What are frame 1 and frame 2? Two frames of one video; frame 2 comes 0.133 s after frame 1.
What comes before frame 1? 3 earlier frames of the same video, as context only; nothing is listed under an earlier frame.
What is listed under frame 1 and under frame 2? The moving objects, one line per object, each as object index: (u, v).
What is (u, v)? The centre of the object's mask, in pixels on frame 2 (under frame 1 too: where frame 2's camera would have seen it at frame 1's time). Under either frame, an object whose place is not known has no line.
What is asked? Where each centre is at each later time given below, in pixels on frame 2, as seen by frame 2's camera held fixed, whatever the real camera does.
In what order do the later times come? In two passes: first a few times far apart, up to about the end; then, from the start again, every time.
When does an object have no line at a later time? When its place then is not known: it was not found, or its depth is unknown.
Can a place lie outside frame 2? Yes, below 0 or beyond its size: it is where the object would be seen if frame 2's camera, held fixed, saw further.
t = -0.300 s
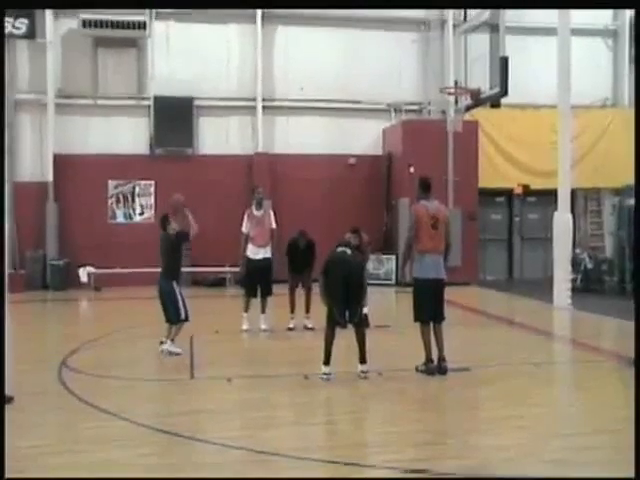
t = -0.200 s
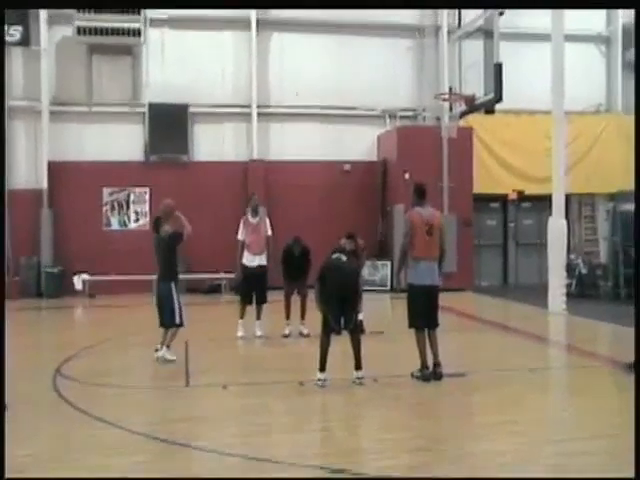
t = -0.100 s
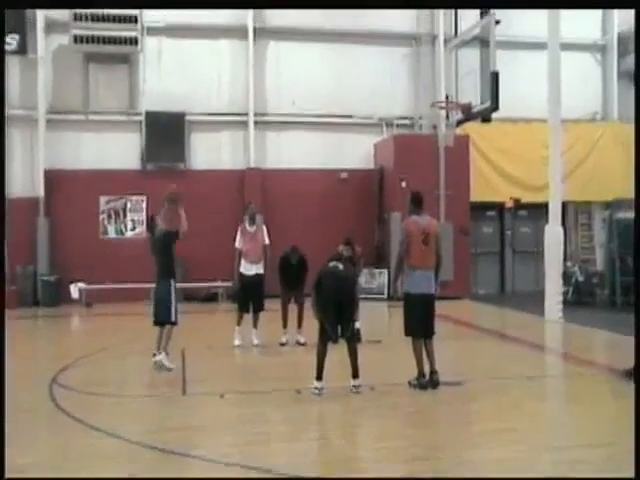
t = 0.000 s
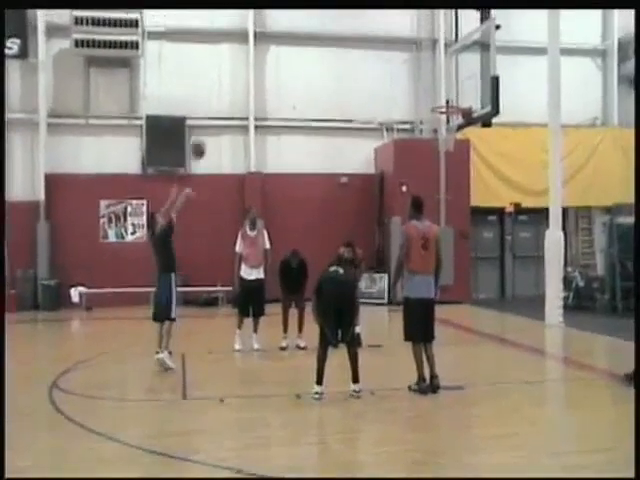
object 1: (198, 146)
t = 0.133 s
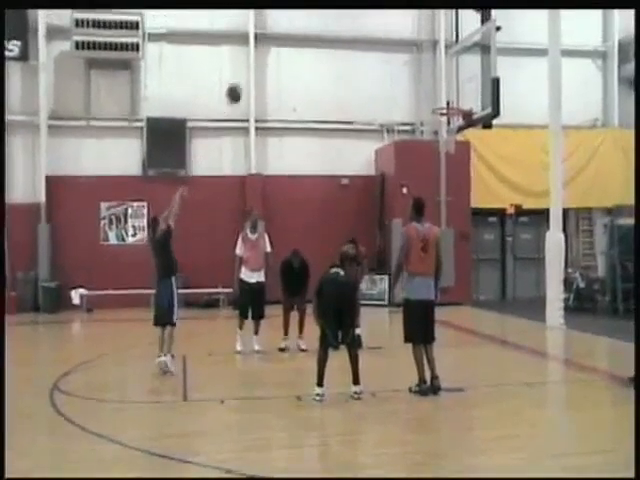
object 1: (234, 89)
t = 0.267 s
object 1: (268, 50)
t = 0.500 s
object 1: (328, 12)
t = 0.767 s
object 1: (394, 29)
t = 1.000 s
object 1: (449, 89)
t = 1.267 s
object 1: (407, 66)
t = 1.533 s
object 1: (352, 76)
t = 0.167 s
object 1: (242, 78)
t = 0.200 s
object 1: (250, 67)
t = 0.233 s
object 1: (259, 57)
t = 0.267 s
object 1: (268, 50)
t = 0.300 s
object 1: (278, 41)
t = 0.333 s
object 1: (285, 33)
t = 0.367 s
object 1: (293, 25)
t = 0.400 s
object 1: (302, 21)
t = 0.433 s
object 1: (311, 17)
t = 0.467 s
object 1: (319, 15)
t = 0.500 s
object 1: (328, 12)
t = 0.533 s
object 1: (336, 11)
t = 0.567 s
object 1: (345, 12)
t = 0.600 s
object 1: (353, 11)
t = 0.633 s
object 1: (361, 14)
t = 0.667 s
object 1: (370, 16)
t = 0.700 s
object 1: (377, 19)
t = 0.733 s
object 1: (386, 23)
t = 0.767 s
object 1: (394, 29)
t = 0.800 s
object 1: (402, 35)
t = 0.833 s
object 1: (410, 41)
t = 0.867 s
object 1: (417, 50)
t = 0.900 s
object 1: (425, 59)
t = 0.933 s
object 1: (434, 68)
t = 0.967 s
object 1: (441, 77)
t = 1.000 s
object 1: (449, 89)
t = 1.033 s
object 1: (456, 99)
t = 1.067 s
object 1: (451, 95)
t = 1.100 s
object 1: (444, 87)
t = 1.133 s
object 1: (436, 81)
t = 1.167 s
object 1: (429, 76)
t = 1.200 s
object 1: (421, 72)
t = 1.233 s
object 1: (414, 70)
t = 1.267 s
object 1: (407, 66)
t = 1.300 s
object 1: (400, 64)
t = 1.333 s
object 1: (393, 63)
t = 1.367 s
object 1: (386, 64)
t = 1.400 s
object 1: (379, 64)
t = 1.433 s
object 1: (372, 66)
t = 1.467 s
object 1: (366, 70)
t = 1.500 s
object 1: (359, 72)
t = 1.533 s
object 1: (352, 76)
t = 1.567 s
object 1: (346, 81)
